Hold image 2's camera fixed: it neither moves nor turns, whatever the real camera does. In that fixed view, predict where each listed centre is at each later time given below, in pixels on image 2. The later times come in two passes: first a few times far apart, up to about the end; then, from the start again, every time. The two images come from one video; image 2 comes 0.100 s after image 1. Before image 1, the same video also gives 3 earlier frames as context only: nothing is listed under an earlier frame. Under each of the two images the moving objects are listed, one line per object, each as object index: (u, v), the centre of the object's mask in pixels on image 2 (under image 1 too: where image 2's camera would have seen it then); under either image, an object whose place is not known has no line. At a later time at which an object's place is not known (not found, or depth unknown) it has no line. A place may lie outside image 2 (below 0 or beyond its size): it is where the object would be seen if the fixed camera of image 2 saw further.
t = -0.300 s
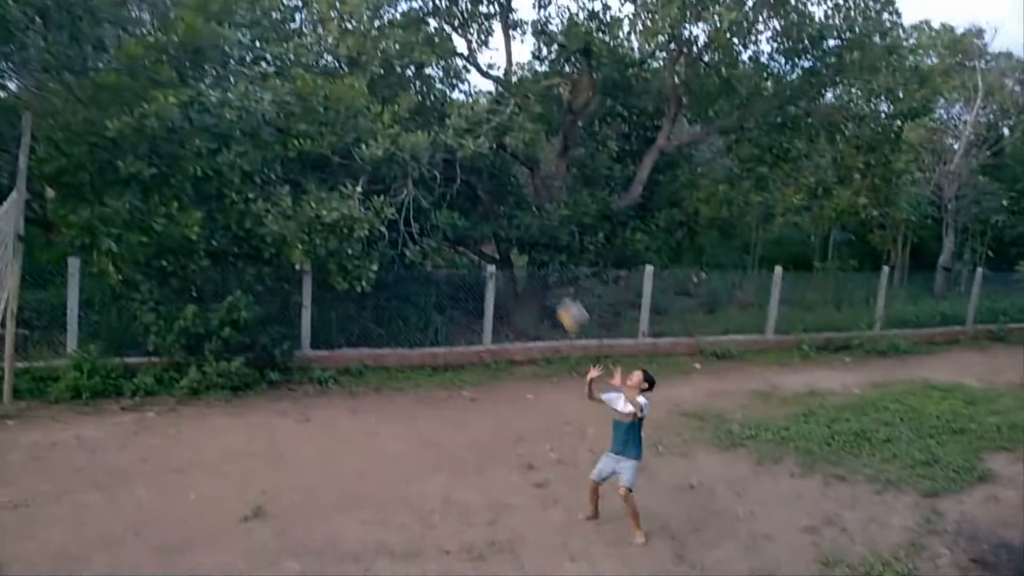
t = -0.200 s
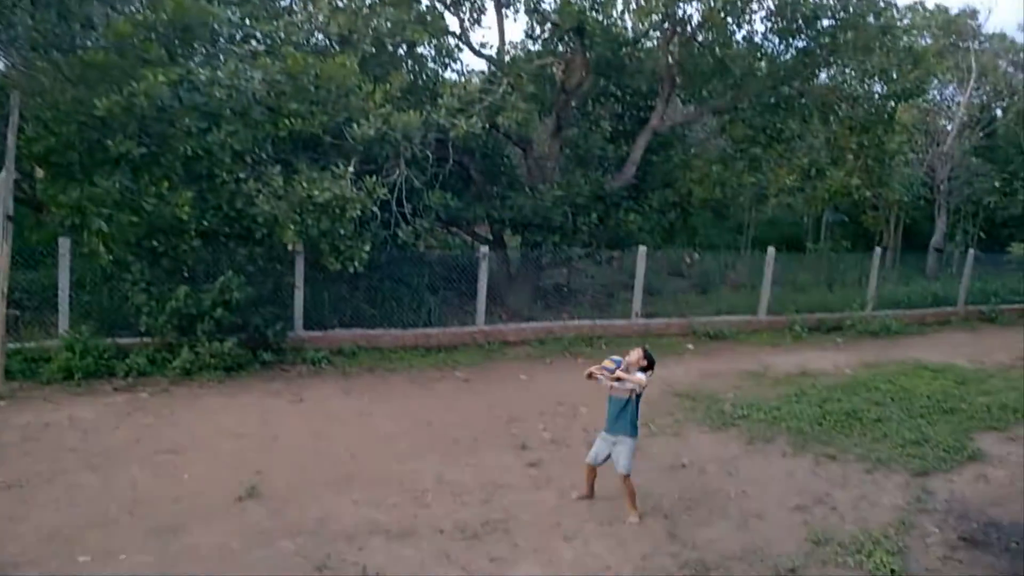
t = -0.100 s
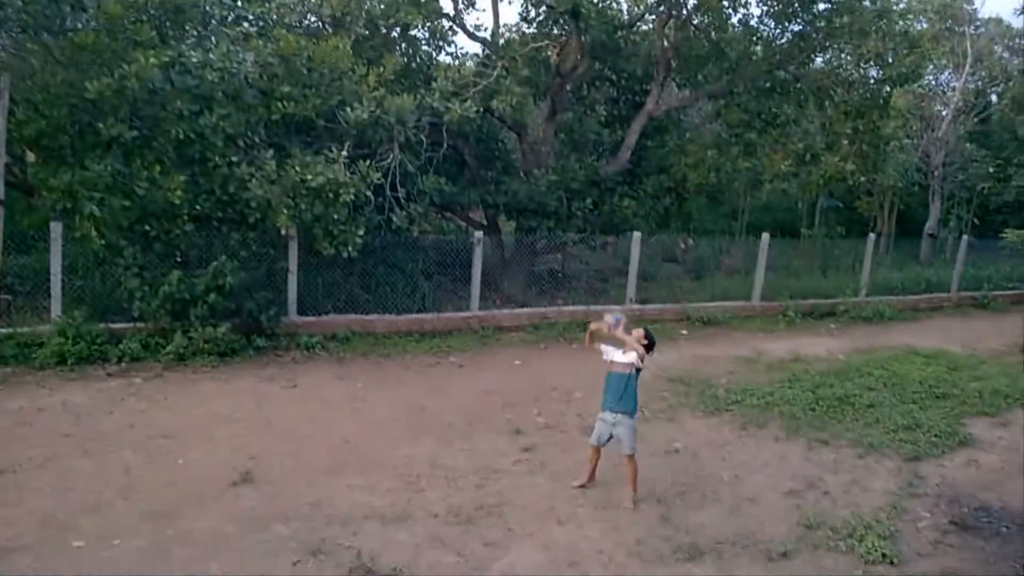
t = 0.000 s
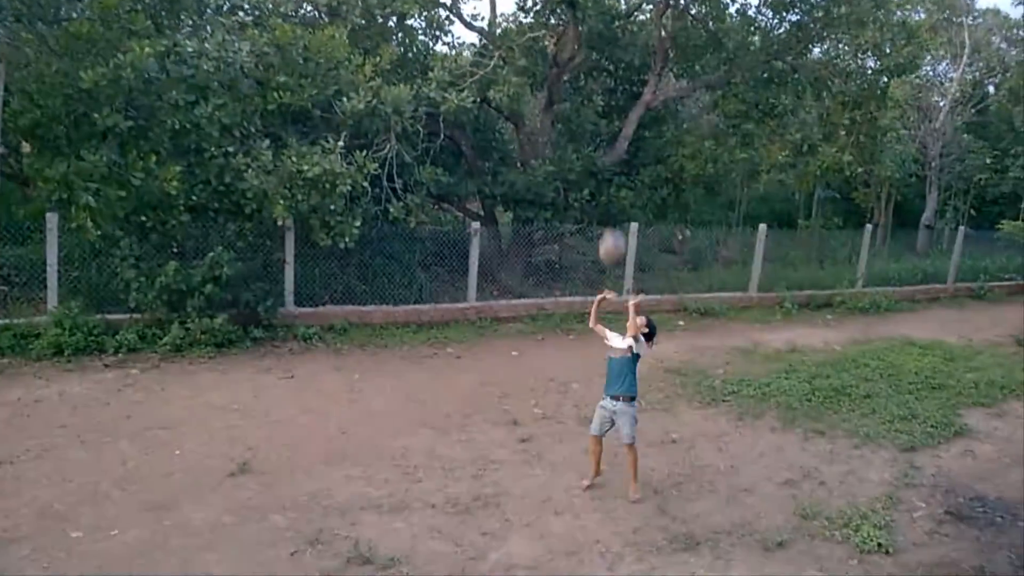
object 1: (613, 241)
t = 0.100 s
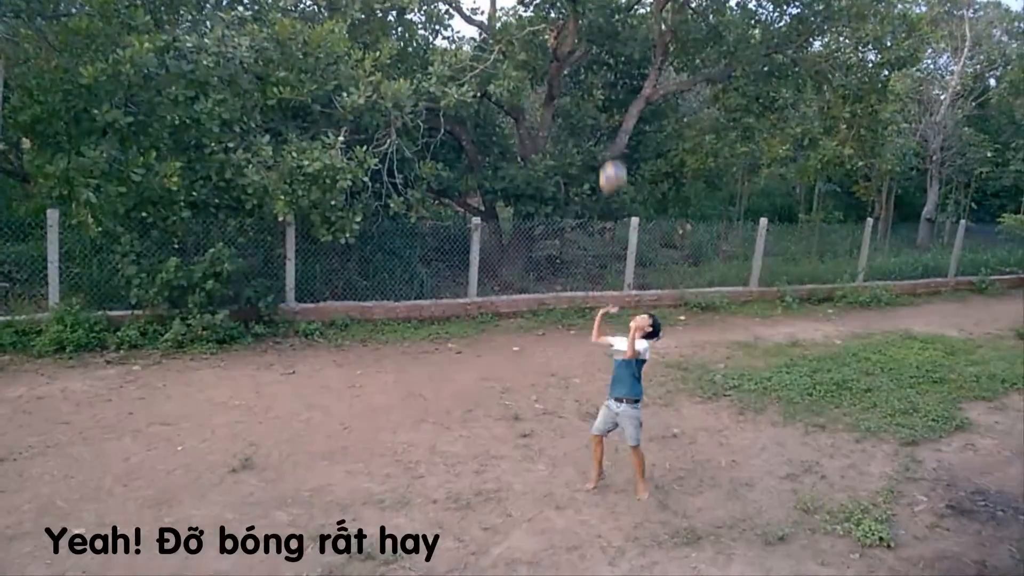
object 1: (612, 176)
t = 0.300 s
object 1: (609, 79)
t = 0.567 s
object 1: (599, 32)
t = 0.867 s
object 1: (579, 97)
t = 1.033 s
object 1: (565, 185)
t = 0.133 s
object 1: (612, 157)
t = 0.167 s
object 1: (612, 139)
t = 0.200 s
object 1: (611, 122)
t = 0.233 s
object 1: (611, 107)
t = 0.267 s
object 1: (611, 92)
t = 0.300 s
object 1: (609, 79)
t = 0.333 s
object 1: (608, 68)
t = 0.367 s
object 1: (607, 59)
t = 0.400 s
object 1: (607, 52)
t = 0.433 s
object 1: (605, 44)
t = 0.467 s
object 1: (604, 39)
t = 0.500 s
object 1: (602, 35)
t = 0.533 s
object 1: (601, 33)
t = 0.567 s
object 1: (599, 32)
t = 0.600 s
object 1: (597, 33)
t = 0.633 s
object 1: (595, 36)
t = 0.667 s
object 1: (593, 39)
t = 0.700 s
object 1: (591, 45)
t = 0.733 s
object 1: (589, 53)
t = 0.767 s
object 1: (586, 61)
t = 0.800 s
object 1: (584, 72)
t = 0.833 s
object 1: (582, 84)
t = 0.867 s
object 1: (579, 97)
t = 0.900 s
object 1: (576, 113)
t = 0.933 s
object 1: (574, 126)
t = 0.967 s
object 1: (571, 144)
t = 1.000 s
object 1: (568, 165)
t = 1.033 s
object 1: (565, 185)
